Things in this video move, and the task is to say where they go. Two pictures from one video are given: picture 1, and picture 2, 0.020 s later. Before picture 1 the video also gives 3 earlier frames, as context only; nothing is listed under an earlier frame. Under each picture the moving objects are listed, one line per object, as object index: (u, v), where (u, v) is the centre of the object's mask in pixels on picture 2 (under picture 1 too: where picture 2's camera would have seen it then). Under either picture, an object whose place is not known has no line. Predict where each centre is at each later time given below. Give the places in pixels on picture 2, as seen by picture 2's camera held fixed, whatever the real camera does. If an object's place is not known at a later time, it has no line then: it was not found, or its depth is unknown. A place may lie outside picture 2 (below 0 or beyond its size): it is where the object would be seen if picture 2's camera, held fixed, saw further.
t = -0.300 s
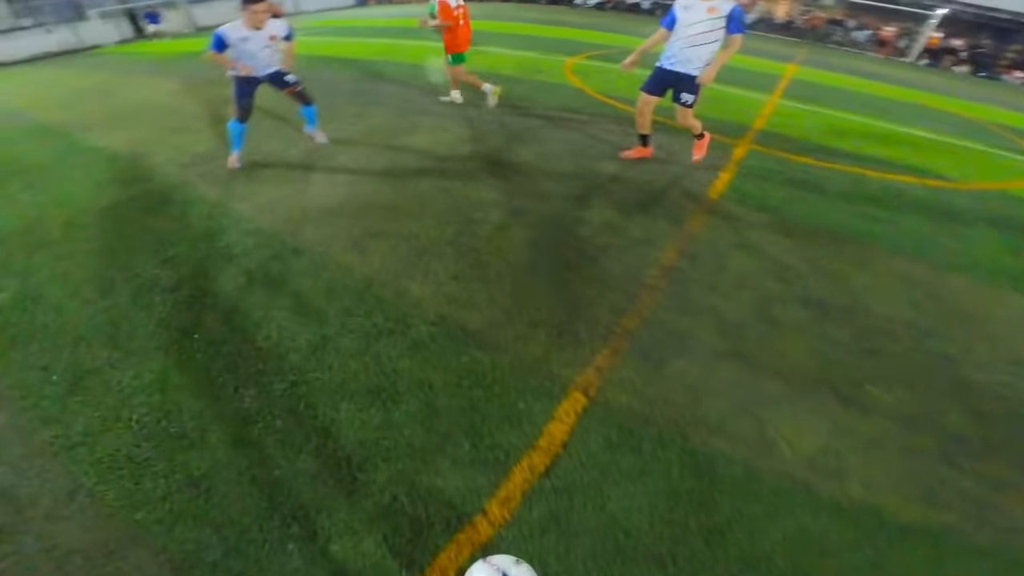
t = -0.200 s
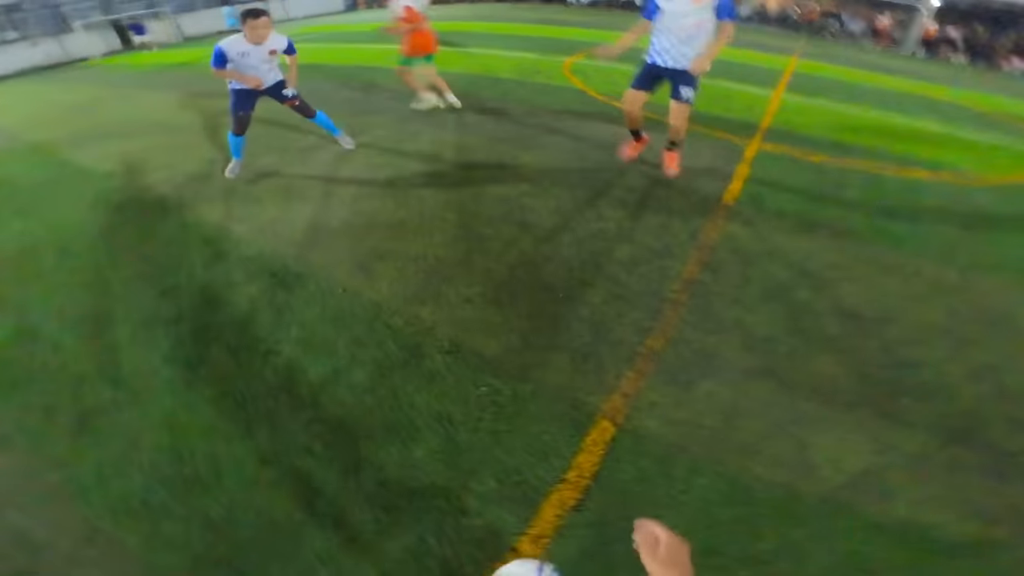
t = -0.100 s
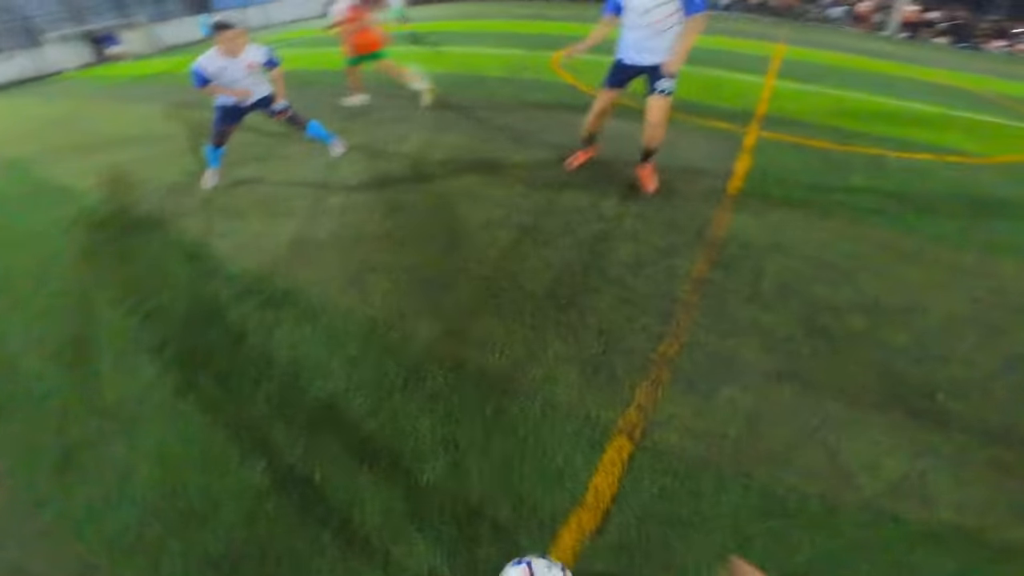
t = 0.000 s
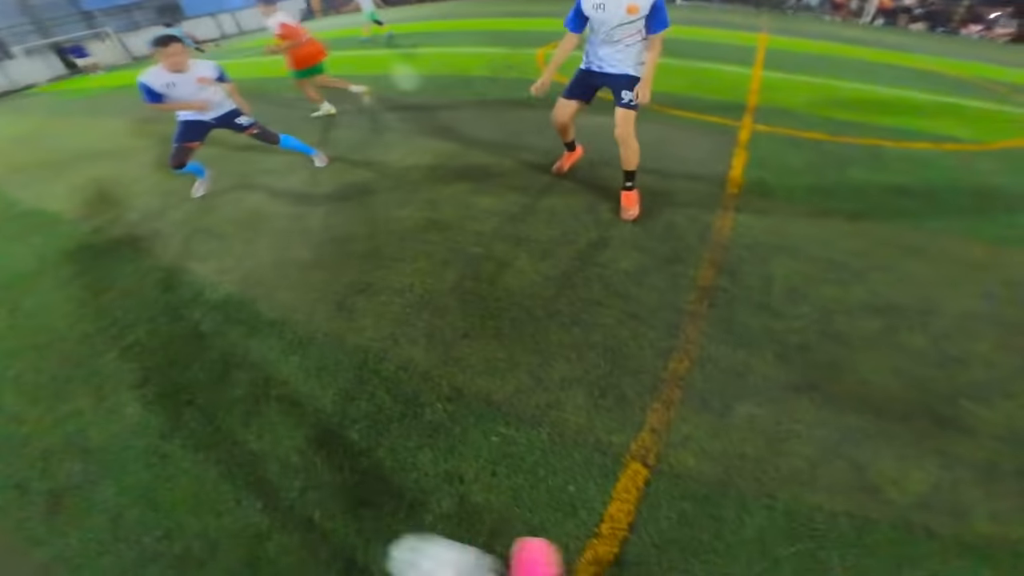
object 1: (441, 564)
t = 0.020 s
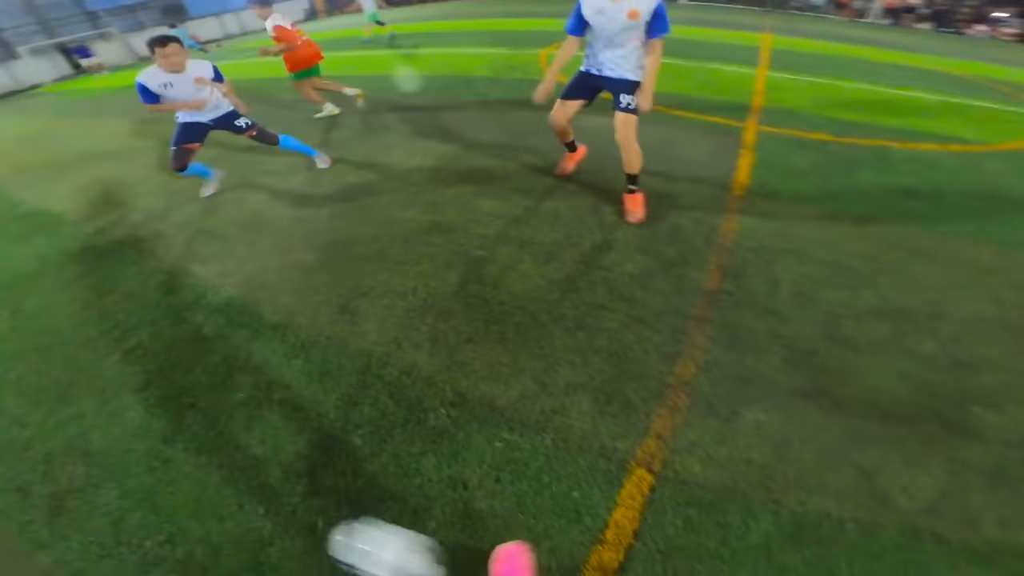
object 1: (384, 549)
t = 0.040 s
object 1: (332, 531)
